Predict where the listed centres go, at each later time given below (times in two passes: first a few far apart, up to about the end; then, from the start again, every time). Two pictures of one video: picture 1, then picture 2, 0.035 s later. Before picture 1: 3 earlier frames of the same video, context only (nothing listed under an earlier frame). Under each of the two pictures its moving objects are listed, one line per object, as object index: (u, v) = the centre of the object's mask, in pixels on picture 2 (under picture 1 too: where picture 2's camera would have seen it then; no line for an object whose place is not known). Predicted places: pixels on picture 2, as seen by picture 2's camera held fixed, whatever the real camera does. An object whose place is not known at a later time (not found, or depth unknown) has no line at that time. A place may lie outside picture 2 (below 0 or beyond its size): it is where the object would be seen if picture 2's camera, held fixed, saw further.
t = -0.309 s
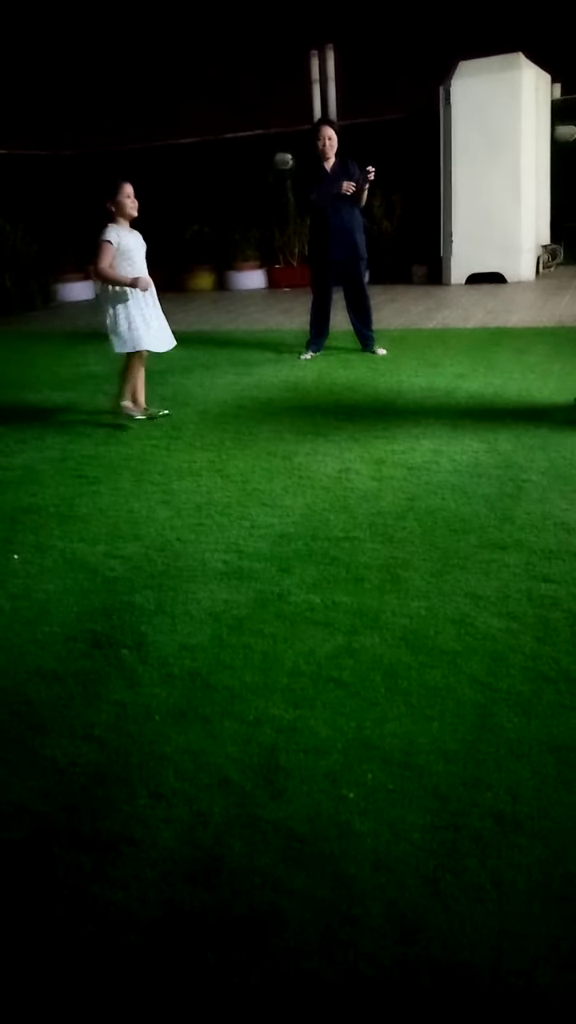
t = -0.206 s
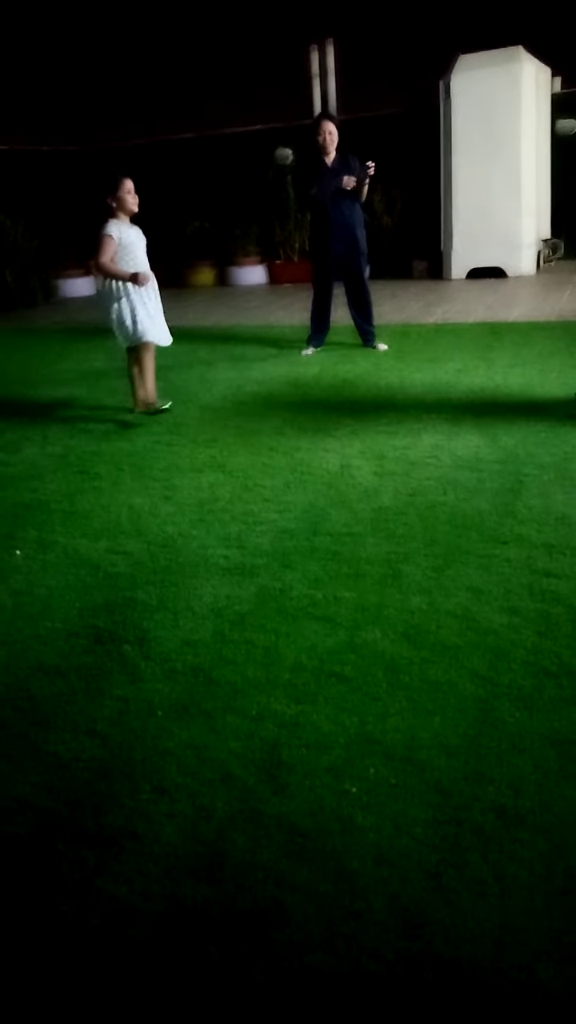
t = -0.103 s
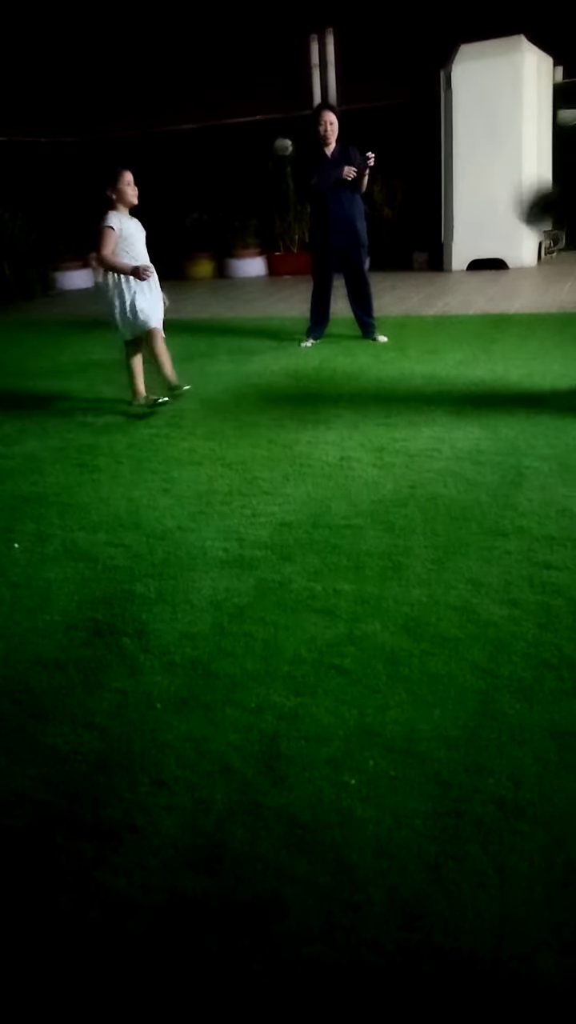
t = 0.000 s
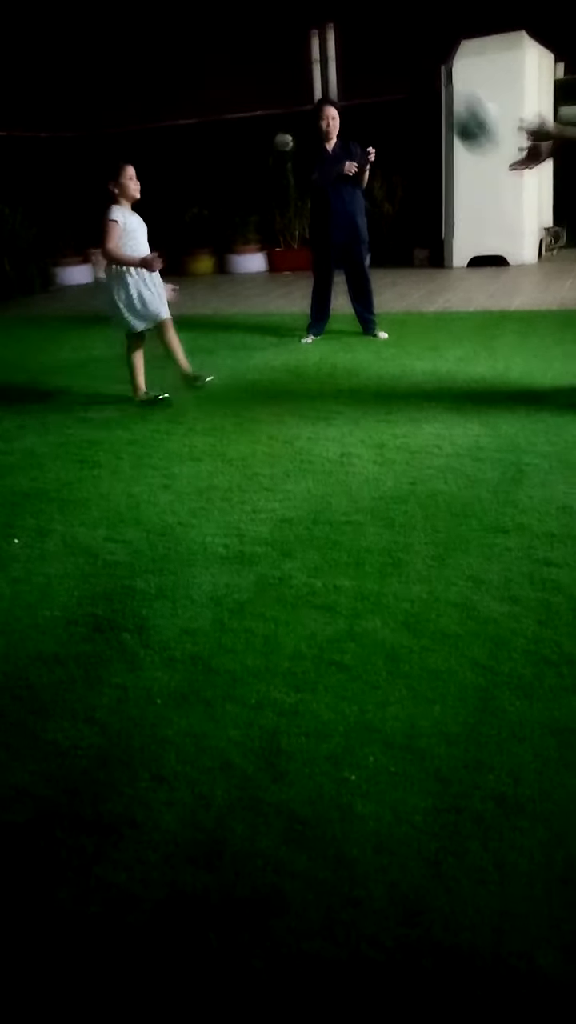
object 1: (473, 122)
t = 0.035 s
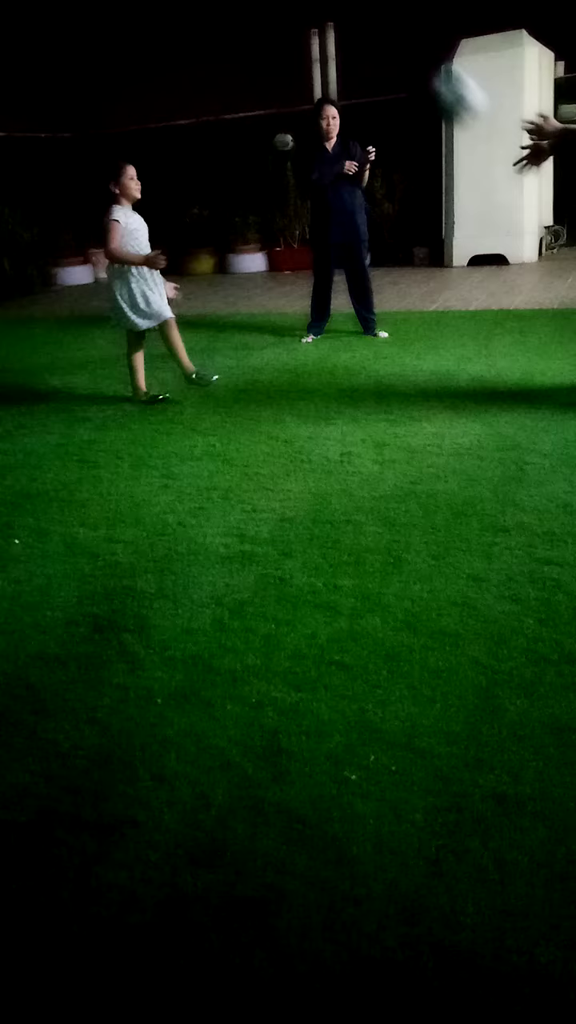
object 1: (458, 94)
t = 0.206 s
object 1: (355, 21)
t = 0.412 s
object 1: (239, 47)
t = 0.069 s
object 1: (438, 72)
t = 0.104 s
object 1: (417, 58)
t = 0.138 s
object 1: (394, 46)
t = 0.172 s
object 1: (374, 32)
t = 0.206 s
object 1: (355, 21)
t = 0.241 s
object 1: (335, 16)
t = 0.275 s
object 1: (314, 16)
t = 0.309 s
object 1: (294, 19)
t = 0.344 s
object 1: (276, 26)
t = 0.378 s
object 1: (256, 35)
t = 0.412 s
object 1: (239, 47)
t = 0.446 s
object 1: (222, 63)
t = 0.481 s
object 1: (205, 79)
